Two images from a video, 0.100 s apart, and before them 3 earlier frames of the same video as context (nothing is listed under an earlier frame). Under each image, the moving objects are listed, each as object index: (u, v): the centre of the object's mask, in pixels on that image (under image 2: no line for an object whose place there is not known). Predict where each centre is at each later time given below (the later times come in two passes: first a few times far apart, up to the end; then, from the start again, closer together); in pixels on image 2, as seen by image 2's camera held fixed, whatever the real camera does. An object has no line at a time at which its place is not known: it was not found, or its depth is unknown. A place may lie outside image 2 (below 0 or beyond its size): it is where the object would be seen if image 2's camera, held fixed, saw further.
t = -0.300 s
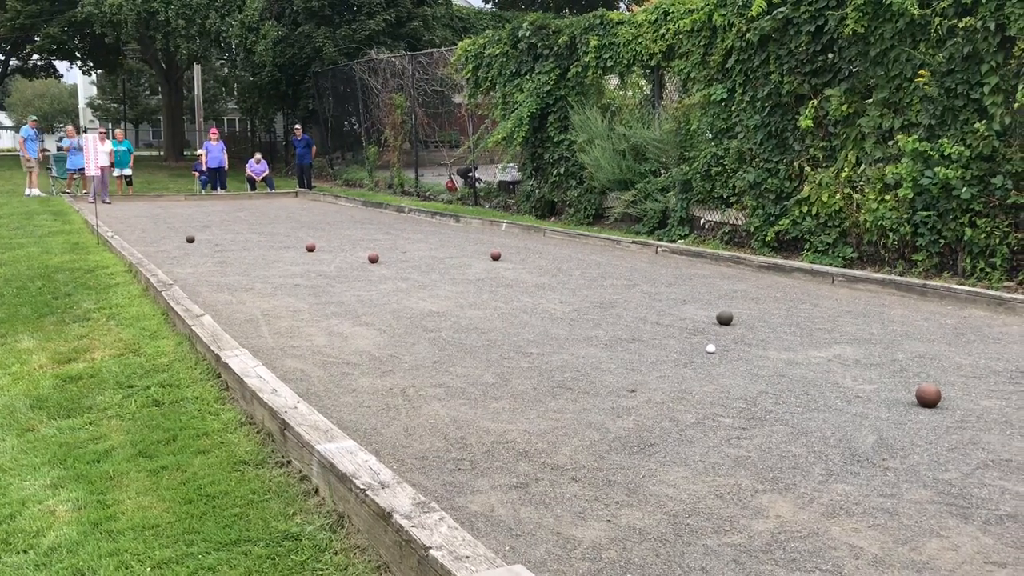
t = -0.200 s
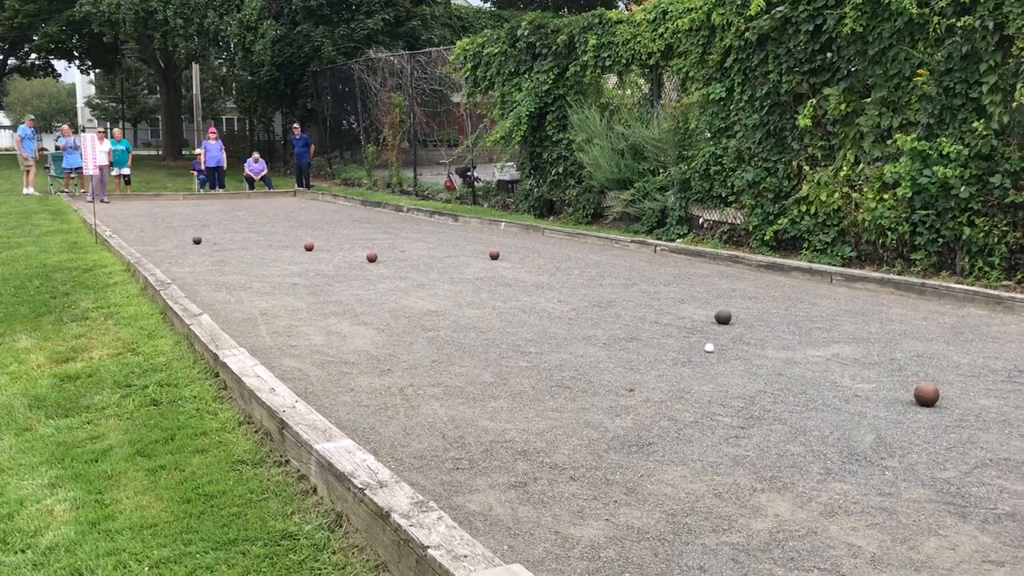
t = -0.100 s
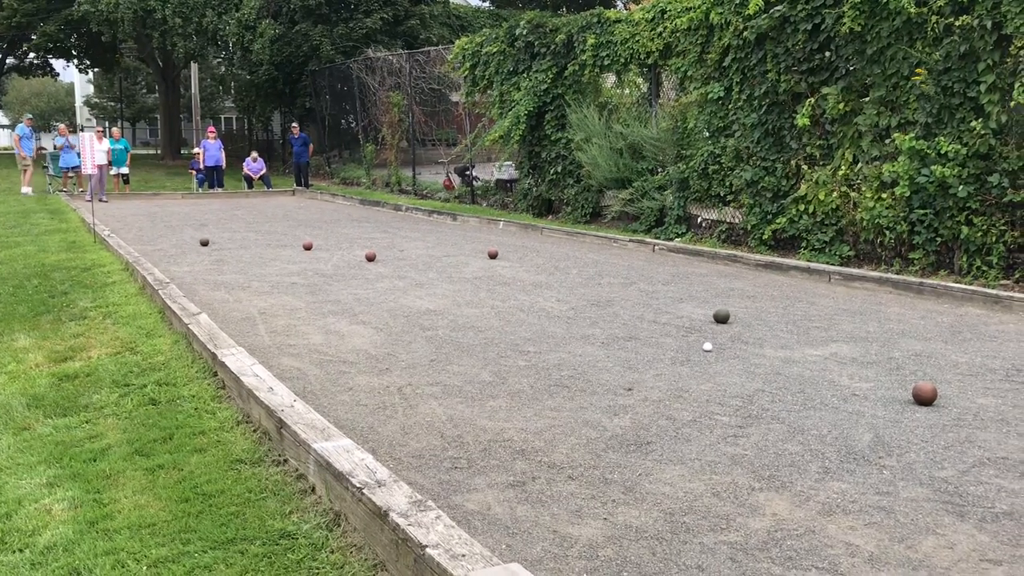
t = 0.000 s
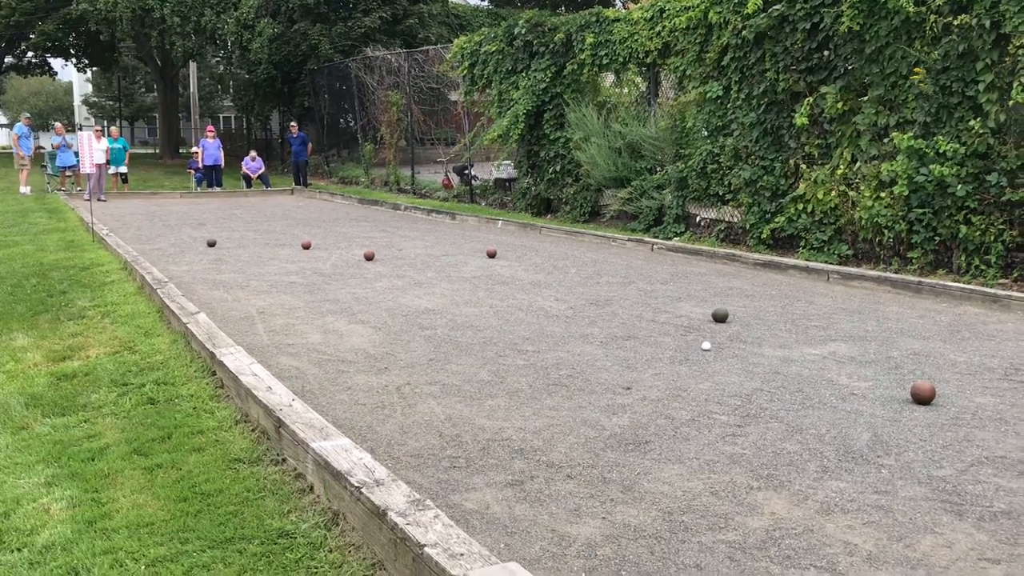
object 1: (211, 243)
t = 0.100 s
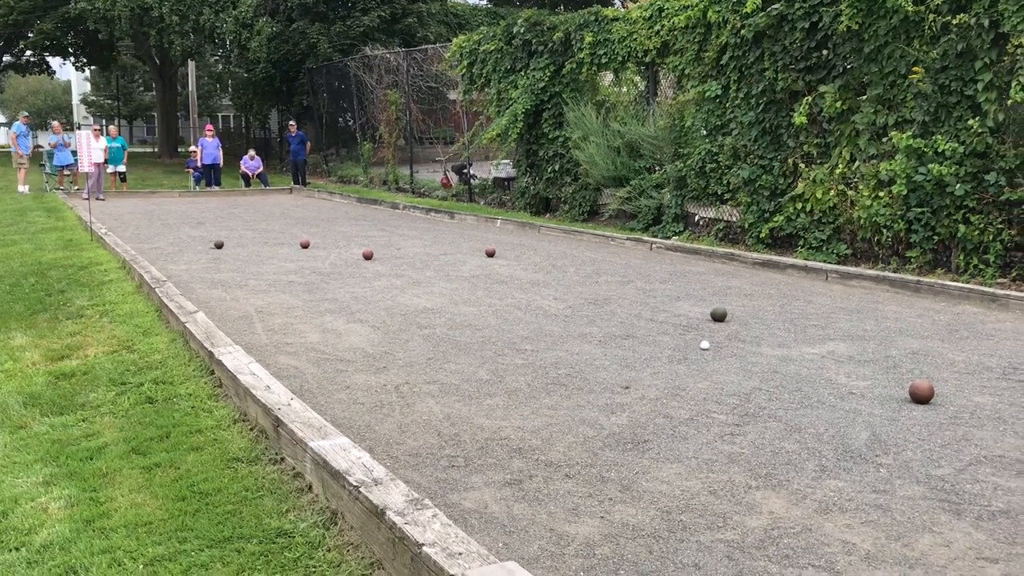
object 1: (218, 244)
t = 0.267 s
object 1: (233, 248)
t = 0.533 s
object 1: (258, 252)
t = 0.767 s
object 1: (279, 259)
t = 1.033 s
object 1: (303, 265)
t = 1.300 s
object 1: (328, 272)
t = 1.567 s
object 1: (351, 279)
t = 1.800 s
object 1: (372, 285)
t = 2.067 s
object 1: (392, 292)
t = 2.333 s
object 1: (409, 298)
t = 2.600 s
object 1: (422, 303)
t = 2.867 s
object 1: (437, 308)
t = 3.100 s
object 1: (448, 312)
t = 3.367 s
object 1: (458, 317)
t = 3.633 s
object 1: (466, 320)
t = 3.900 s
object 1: (471, 323)
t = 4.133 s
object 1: (475, 325)
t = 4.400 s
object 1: (480, 327)
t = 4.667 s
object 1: (481, 327)
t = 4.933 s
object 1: (479, 327)
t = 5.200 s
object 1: (478, 327)
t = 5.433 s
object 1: (479, 327)
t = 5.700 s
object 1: (479, 327)
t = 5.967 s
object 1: (478, 327)
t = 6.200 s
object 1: (478, 327)
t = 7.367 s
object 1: (478, 327)
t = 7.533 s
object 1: (478, 327)
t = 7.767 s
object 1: (479, 327)
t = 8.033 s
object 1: (479, 327)
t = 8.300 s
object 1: (479, 327)
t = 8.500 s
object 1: (479, 327)
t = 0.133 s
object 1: (221, 245)
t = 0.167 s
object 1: (224, 246)
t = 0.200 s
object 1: (227, 246)
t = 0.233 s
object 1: (230, 247)
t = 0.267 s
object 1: (233, 248)
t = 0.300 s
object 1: (237, 248)
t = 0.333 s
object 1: (240, 250)
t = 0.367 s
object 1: (243, 249)
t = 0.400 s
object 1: (246, 250)
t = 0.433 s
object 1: (249, 251)
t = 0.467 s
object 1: (252, 251)
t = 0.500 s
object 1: (255, 252)
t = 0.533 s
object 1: (258, 252)
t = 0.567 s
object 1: (261, 253)
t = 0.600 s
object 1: (264, 254)
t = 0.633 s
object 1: (267, 255)
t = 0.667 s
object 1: (270, 256)
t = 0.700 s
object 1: (273, 257)
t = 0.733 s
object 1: (276, 258)
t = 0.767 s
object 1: (279, 259)
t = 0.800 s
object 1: (282, 260)
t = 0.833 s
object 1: (285, 260)
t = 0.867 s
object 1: (288, 261)
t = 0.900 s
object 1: (291, 261)
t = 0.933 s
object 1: (294, 262)
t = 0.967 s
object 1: (297, 264)
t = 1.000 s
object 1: (300, 264)
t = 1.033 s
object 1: (303, 265)
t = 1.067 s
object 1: (306, 266)
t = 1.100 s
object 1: (309, 267)
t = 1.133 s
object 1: (313, 268)
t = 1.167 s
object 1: (315, 269)
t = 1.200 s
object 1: (319, 270)
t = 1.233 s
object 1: (322, 271)
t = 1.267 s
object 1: (324, 272)
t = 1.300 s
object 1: (328, 272)
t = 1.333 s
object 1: (330, 273)
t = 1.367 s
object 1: (334, 274)
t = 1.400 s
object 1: (336, 275)
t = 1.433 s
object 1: (339, 276)
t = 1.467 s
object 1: (342, 277)
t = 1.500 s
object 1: (345, 278)
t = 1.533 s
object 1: (348, 279)
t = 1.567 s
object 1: (351, 279)
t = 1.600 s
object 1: (355, 280)
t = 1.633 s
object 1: (358, 281)
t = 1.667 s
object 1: (361, 282)
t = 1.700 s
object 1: (364, 282)
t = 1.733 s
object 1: (366, 283)
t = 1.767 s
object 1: (369, 283)
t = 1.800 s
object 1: (372, 285)
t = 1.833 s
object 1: (375, 286)
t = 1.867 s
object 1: (377, 286)
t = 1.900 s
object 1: (380, 287)
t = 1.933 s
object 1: (382, 288)
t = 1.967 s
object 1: (384, 289)
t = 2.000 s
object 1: (387, 290)
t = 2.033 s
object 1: (389, 291)
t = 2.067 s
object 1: (392, 292)
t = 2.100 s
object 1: (394, 293)
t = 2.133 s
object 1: (396, 293)
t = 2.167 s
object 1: (398, 294)
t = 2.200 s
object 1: (400, 295)
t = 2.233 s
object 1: (403, 295)
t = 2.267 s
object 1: (405, 296)
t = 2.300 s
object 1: (407, 297)
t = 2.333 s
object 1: (409, 298)
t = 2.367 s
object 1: (411, 298)
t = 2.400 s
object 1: (412, 299)
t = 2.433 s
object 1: (414, 300)
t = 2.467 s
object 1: (416, 301)
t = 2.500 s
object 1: (418, 301)
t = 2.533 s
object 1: (420, 301)
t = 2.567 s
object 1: (421, 302)
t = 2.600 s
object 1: (422, 303)
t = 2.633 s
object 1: (424, 304)
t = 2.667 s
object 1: (426, 305)
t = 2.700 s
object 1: (428, 305)
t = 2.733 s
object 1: (430, 306)
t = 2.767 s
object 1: (431, 307)
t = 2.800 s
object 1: (433, 308)
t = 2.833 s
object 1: (435, 308)
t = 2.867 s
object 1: (437, 308)
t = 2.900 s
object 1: (438, 309)
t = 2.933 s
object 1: (440, 310)
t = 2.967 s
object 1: (441, 310)
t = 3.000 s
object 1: (443, 311)
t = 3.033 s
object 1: (445, 311)
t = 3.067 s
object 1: (446, 312)
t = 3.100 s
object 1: (448, 312)
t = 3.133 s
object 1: (449, 313)
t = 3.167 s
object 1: (451, 313)
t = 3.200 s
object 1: (452, 314)
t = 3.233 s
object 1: (453, 315)
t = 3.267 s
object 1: (455, 316)
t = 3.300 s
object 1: (456, 316)
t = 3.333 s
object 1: (457, 317)
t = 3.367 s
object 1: (458, 317)
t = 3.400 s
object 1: (459, 317)
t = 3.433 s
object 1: (460, 318)
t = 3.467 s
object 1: (461, 318)
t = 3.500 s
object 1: (462, 318)
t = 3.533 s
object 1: (463, 319)
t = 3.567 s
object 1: (464, 319)
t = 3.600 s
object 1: (465, 320)
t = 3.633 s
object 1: (466, 320)
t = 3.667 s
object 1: (466, 320)
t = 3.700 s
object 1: (467, 320)
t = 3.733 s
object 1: (468, 321)
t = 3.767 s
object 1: (468, 321)
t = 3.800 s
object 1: (469, 322)
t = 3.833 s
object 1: (469, 323)
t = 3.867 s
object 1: (470, 323)
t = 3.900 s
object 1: (471, 323)
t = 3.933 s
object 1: (471, 324)
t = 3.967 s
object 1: (472, 324)
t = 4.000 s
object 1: (473, 325)
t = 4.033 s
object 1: (473, 325)
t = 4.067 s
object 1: (474, 325)
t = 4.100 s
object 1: (474, 325)
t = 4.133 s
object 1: (475, 325)
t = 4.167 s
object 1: (475, 326)
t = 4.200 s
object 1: (476, 326)
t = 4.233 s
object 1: (477, 326)
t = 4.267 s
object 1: (477, 327)
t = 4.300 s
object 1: (478, 327)
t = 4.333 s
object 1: (479, 327)
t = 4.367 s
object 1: (479, 327)
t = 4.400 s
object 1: (480, 327)
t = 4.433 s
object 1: (480, 327)
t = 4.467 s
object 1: (481, 327)
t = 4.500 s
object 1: (481, 327)
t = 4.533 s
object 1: (481, 327)
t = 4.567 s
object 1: (481, 327)
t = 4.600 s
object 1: (481, 327)
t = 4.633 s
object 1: (481, 327)
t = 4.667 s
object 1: (481, 327)
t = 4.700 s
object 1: (481, 327)
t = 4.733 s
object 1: (480, 327)
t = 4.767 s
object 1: (480, 327)
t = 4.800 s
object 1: (480, 327)
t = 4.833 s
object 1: (479, 327)
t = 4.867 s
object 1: (479, 327)
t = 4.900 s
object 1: (479, 326)
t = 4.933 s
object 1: (479, 327)
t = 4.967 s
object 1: (479, 327)
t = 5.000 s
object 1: (479, 326)
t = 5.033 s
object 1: (479, 327)
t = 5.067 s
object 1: (479, 327)
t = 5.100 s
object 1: (479, 327)
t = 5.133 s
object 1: (478, 327)
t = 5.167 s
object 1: (479, 327)
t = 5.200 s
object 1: (478, 327)
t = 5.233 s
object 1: (479, 327)
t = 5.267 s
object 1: (478, 327)
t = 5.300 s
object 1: (479, 327)
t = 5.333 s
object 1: (478, 327)
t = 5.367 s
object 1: (479, 327)
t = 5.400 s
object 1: (479, 327)
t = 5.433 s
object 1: (479, 327)
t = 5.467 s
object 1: (479, 326)
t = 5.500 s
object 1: (479, 326)
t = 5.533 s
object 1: (479, 327)
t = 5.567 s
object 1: (478, 327)
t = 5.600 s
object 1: (479, 327)
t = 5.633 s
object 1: (478, 327)
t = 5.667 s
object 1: (478, 327)
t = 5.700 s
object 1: (479, 327)
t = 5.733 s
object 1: (479, 327)
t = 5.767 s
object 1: (479, 327)
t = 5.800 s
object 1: (478, 327)
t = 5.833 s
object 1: (478, 327)
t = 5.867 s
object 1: (478, 327)
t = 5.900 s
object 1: (478, 327)
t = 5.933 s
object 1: (478, 327)
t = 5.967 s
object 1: (478, 327)
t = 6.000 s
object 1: (478, 327)
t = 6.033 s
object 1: (478, 326)
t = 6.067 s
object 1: (478, 326)
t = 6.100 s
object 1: (478, 327)
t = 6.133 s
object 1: (478, 327)
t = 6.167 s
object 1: (478, 327)
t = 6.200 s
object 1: (478, 327)
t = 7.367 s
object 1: (478, 327)
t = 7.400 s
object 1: (478, 327)
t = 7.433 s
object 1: (478, 327)
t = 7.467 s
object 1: (478, 327)
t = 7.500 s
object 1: (478, 327)
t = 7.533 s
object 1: (478, 327)
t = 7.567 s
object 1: (478, 327)
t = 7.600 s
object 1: (478, 327)
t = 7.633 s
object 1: (478, 327)
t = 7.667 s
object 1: (478, 327)
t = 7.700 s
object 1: (479, 327)
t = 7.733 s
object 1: (478, 327)
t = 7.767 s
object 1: (479, 327)
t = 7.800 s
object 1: (479, 326)
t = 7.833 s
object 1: (478, 327)
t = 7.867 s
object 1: (479, 327)
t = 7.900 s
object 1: (479, 327)
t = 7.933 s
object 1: (479, 327)
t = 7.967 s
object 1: (479, 327)
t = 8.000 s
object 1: (479, 327)
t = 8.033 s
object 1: (479, 327)
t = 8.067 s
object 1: (479, 327)
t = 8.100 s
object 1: (479, 327)
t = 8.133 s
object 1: (479, 327)
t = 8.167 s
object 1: (479, 327)
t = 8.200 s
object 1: (479, 327)
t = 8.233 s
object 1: (479, 327)
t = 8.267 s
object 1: (479, 327)
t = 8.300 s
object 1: (479, 327)
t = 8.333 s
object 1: (479, 327)
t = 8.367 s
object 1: (479, 327)
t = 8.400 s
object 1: (479, 327)
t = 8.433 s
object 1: (479, 327)
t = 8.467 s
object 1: (479, 327)
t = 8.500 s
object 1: (479, 327)
